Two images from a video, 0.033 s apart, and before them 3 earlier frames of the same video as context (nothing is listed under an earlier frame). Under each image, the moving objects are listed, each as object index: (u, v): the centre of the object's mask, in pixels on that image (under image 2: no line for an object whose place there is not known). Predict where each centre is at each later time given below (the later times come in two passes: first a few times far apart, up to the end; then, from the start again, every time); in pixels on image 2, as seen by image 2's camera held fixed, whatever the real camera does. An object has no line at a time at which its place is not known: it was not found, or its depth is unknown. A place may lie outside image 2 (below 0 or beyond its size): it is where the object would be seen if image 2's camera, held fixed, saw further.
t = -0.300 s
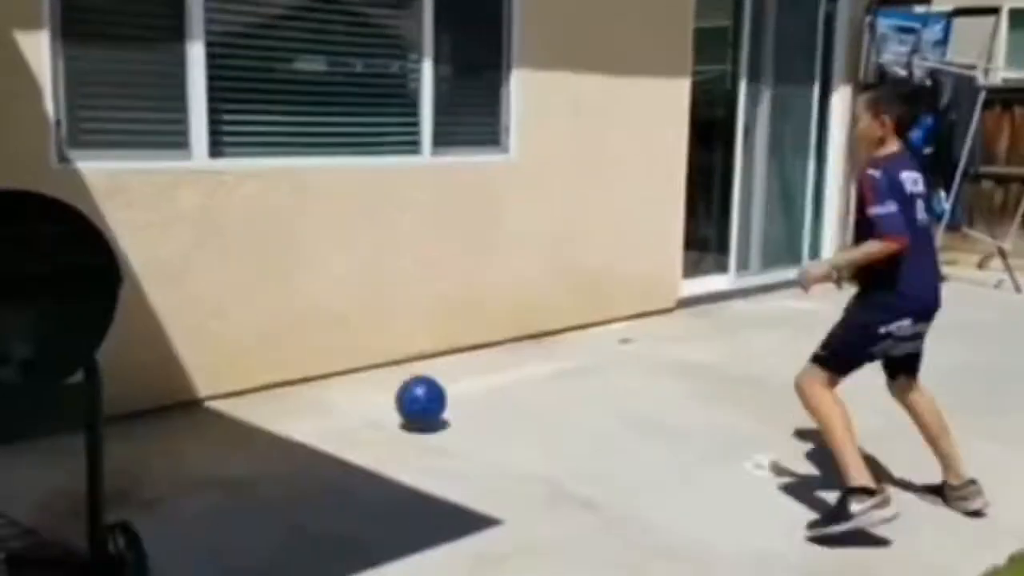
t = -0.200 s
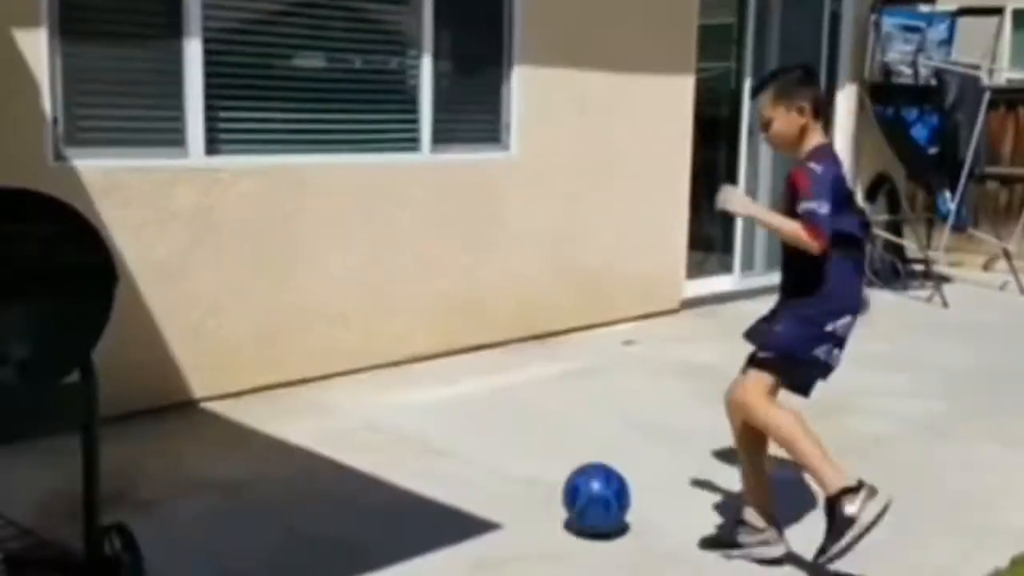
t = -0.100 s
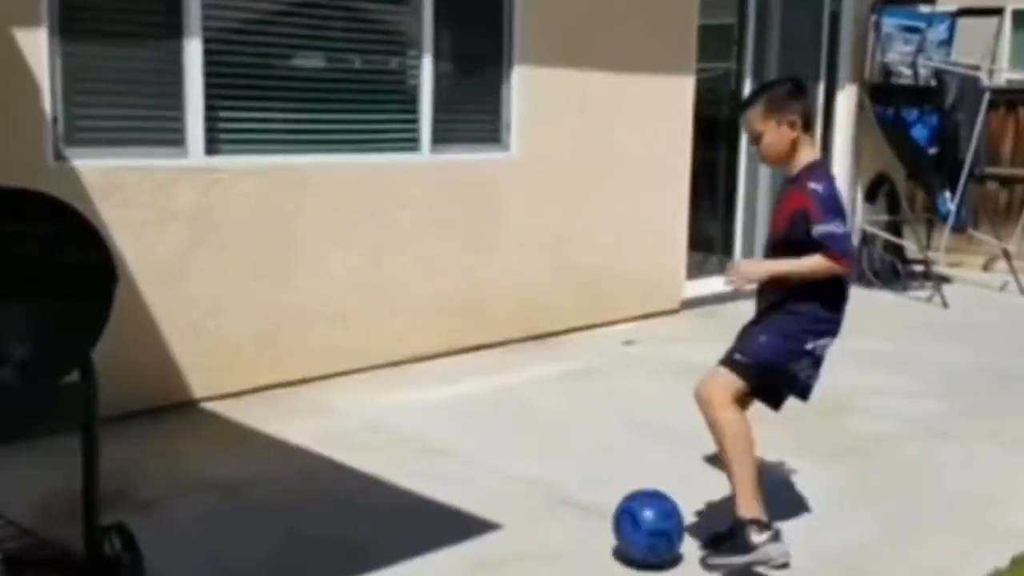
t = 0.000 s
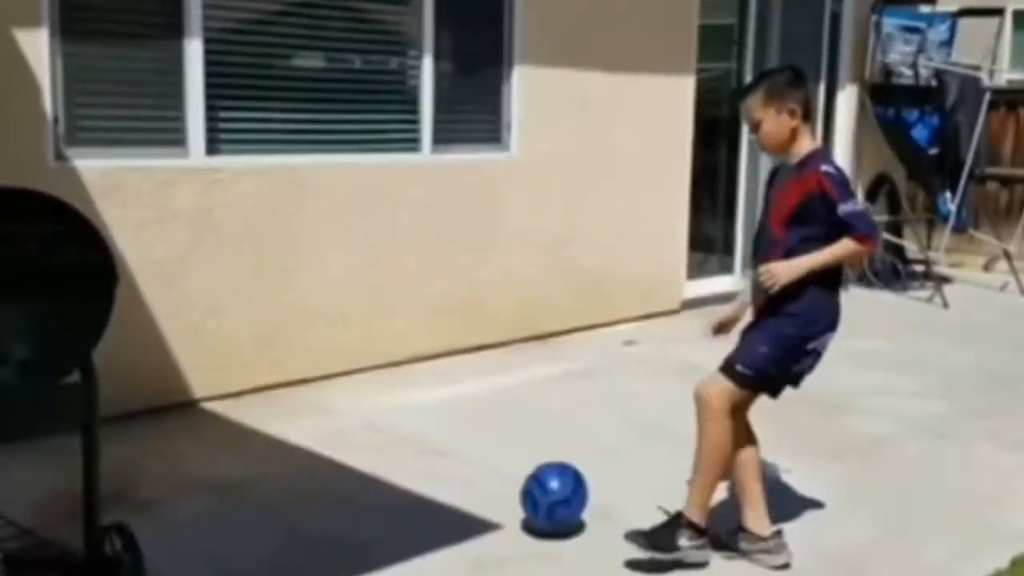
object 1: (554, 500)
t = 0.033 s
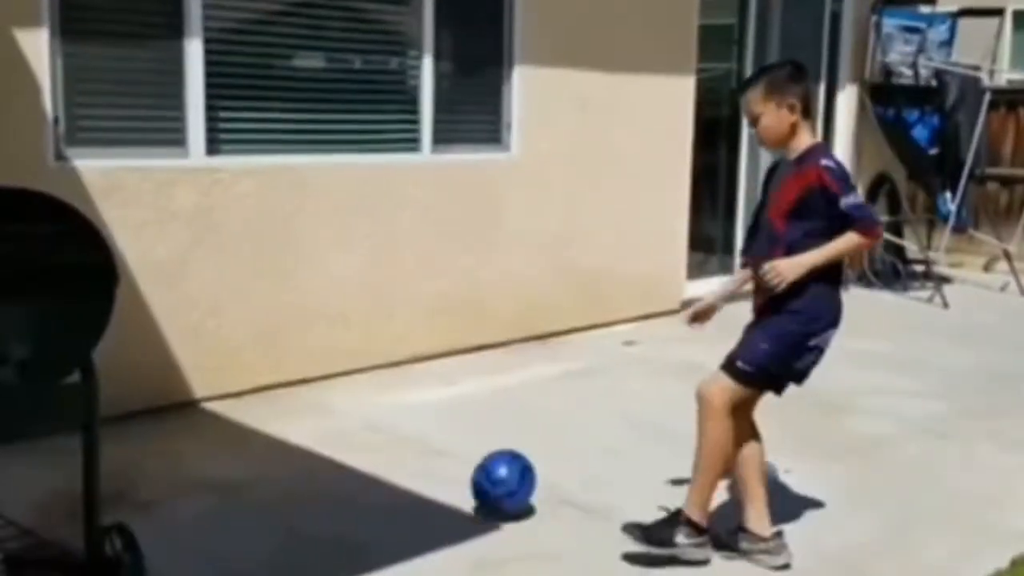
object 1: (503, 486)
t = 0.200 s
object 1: (316, 431)
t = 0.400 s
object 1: (179, 390)
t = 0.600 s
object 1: (258, 431)
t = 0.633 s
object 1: (267, 429)
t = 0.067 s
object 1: (457, 475)
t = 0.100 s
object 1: (417, 462)
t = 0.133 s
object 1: (380, 451)
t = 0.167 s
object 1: (346, 442)
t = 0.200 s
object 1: (316, 431)
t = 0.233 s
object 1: (287, 422)
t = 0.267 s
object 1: (261, 416)
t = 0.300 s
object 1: (235, 411)
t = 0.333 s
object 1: (214, 400)
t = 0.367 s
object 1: (193, 393)
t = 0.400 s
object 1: (179, 390)
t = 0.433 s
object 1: (192, 387)
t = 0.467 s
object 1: (204, 392)
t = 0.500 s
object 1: (218, 398)
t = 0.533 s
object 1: (232, 407)
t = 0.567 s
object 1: (245, 421)
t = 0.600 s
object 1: (258, 431)
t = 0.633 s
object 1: (267, 429)
